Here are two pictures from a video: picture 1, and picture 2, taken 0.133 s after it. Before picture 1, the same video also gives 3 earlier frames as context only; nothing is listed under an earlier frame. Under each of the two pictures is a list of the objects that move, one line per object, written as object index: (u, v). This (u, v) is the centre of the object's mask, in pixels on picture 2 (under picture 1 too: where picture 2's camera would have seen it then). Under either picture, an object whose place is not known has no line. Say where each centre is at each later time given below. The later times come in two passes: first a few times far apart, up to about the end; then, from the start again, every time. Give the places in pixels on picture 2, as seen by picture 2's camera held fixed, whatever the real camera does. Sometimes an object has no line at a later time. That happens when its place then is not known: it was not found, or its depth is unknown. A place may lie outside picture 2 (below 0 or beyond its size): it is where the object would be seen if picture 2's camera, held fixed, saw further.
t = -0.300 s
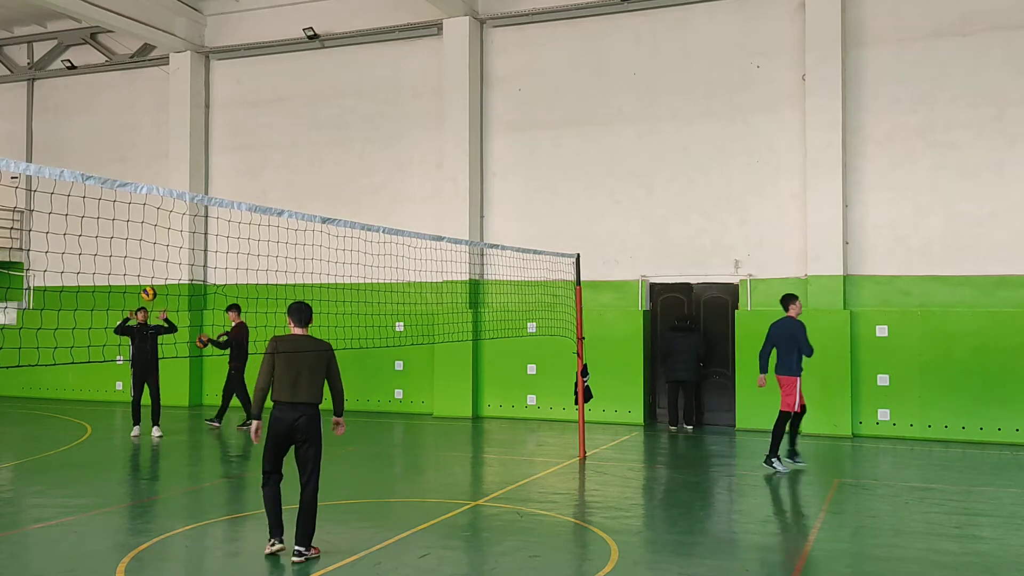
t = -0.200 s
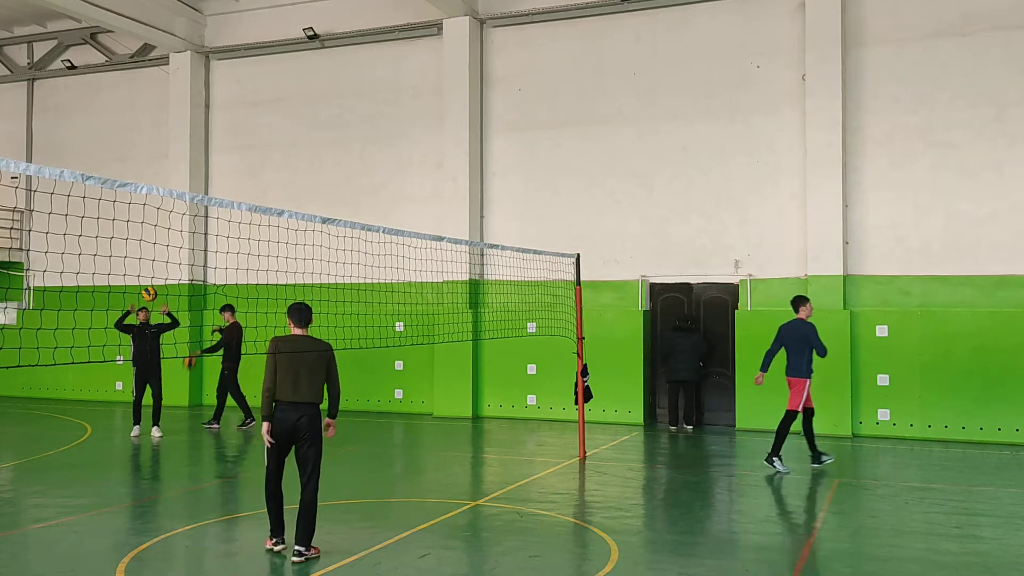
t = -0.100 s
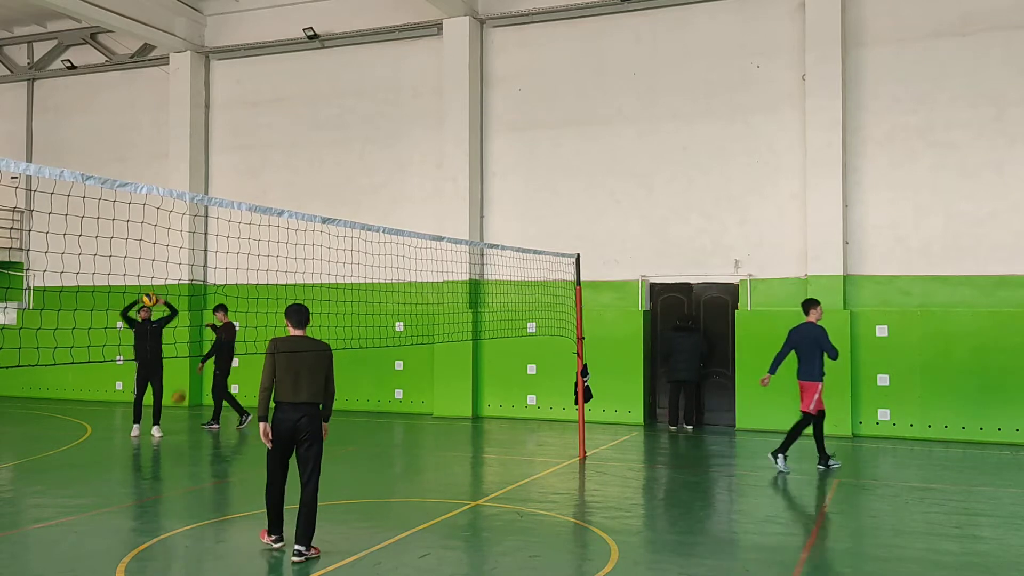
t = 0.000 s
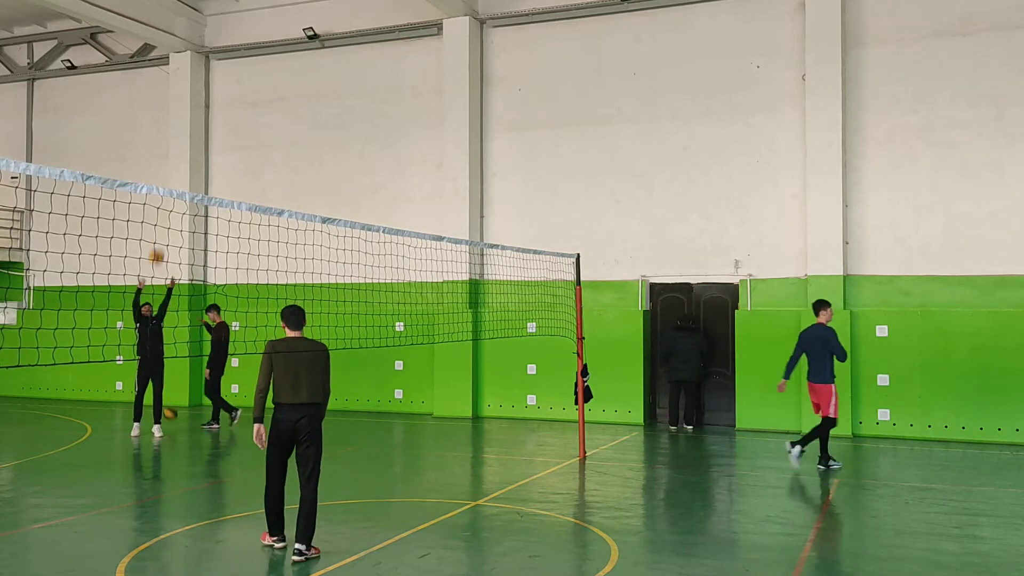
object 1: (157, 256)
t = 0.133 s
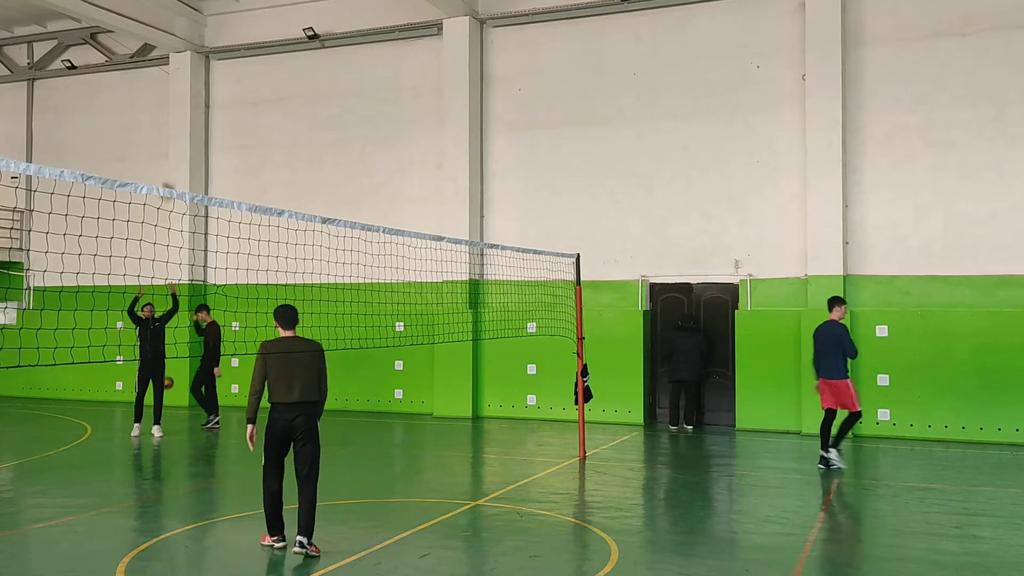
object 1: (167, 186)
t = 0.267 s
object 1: (178, 136)
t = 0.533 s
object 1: (202, 57)
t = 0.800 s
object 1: (231, 27)
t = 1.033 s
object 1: (259, 54)
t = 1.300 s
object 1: (296, 160)
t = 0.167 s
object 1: (169, 177)
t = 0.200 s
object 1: (172, 163)
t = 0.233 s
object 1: (175, 149)
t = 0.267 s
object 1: (178, 136)
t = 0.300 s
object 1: (180, 124)
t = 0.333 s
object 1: (183, 112)
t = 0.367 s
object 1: (186, 101)
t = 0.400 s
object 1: (189, 91)
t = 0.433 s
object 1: (192, 82)
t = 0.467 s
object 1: (195, 73)
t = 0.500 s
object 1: (198, 64)
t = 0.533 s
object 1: (202, 57)
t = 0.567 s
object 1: (205, 50)
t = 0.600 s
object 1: (209, 44)
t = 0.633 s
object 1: (212, 39)
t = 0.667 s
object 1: (216, 35)
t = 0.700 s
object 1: (219, 32)
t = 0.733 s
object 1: (223, 29)
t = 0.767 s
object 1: (227, 28)
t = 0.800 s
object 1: (231, 27)
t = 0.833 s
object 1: (234, 28)
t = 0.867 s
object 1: (238, 29)
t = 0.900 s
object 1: (242, 32)
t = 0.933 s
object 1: (246, 35)
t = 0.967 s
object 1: (251, 40)
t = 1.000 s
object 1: (255, 46)
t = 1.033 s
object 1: (259, 54)
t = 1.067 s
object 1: (264, 62)
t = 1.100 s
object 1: (268, 72)
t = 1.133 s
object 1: (273, 83)
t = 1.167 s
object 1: (277, 95)
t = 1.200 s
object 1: (282, 109)
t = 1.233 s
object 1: (286, 125)
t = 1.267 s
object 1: (291, 142)
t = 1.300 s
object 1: (296, 160)
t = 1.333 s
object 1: (301, 180)
